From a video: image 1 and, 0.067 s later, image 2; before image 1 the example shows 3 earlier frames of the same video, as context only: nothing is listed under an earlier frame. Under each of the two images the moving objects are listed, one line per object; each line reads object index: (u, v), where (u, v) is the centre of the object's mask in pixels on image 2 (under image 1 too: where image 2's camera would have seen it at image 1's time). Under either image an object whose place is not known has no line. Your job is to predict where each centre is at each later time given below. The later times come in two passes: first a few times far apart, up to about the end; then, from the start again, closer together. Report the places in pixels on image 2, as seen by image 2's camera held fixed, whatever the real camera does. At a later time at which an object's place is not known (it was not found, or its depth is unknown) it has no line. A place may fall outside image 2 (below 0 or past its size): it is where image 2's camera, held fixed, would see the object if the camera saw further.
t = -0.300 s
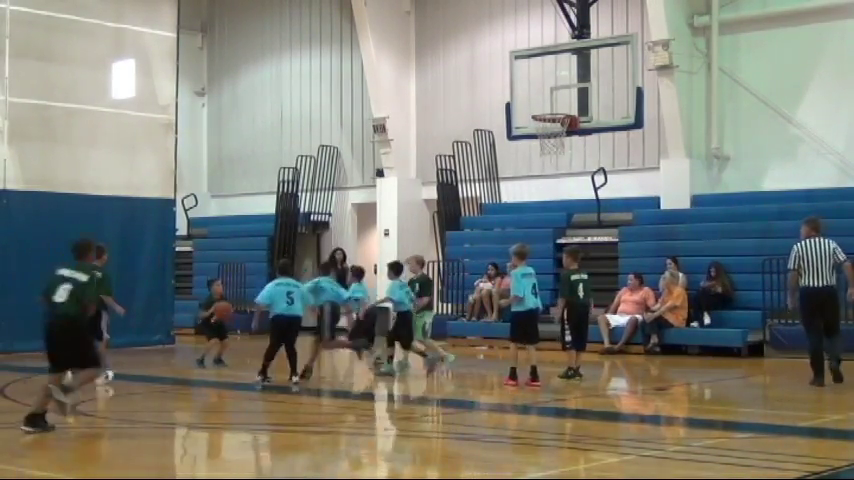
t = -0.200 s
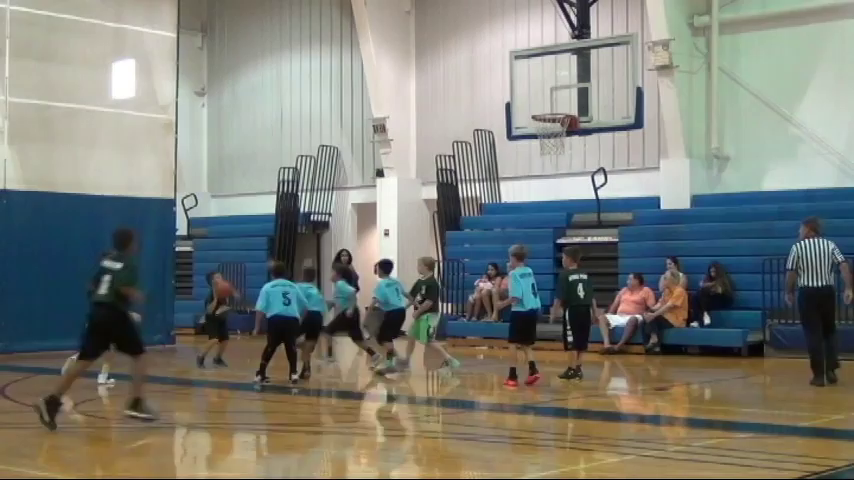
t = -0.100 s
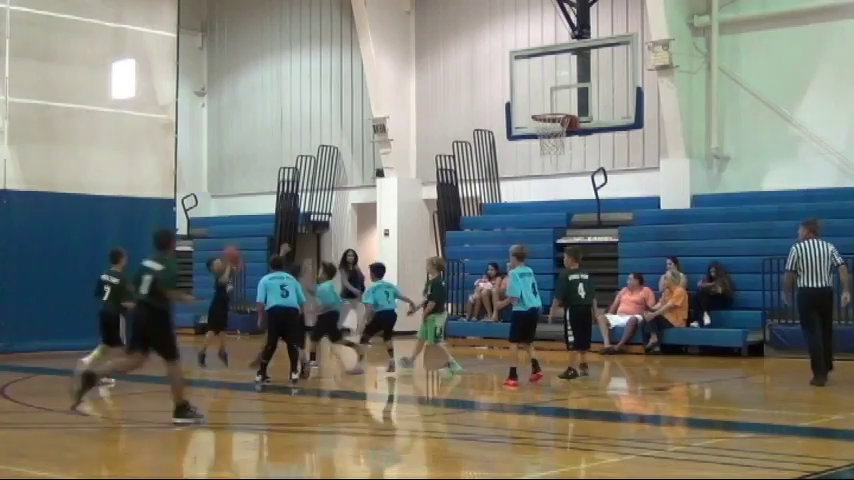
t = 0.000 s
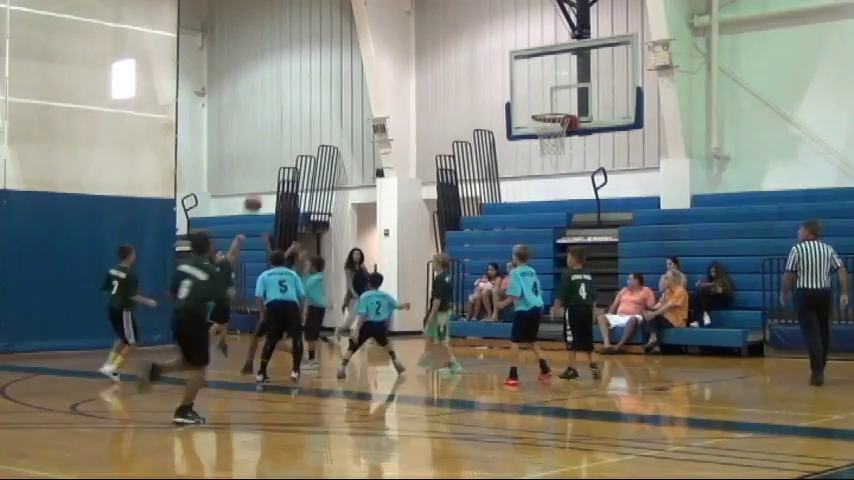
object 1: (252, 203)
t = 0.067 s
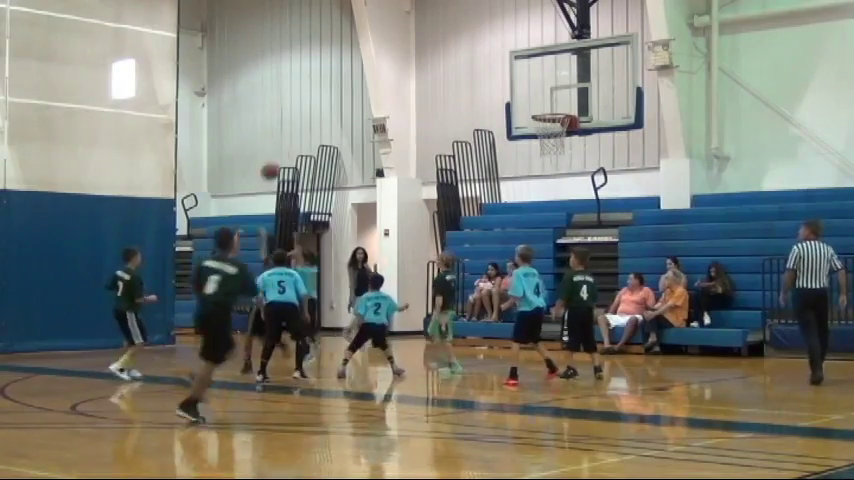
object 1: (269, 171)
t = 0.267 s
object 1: (322, 92)
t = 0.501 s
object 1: (383, 39)
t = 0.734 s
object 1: (445, 26)
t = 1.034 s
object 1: (527, 75)
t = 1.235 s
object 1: (553, 141)
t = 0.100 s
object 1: (278, 156)
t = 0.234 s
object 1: (313, 103)
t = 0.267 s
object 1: (322, 92)
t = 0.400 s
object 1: (357, 56)
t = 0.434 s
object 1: (365, 49)
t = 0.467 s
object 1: (374, 43)
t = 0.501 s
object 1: (383, 39)
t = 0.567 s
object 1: (400, 31)
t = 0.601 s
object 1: (410, 28)
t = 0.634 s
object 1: (418, 26)
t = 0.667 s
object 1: (427, 24)
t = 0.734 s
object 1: (445, 26)
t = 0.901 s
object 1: (490, 44)
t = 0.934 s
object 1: (499, 50)
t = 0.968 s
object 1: (508, 58)
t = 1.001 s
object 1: (517, 65)
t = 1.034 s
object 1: (527, 75)
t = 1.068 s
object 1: (536, 84)
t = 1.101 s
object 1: (545, 95)
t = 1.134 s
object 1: (554, 106)
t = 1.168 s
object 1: (560, 118)
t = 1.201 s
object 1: (555, 130)
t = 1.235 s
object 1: (553, 141)
